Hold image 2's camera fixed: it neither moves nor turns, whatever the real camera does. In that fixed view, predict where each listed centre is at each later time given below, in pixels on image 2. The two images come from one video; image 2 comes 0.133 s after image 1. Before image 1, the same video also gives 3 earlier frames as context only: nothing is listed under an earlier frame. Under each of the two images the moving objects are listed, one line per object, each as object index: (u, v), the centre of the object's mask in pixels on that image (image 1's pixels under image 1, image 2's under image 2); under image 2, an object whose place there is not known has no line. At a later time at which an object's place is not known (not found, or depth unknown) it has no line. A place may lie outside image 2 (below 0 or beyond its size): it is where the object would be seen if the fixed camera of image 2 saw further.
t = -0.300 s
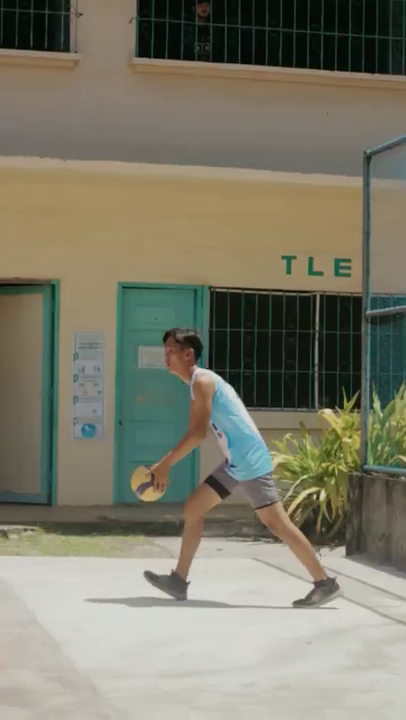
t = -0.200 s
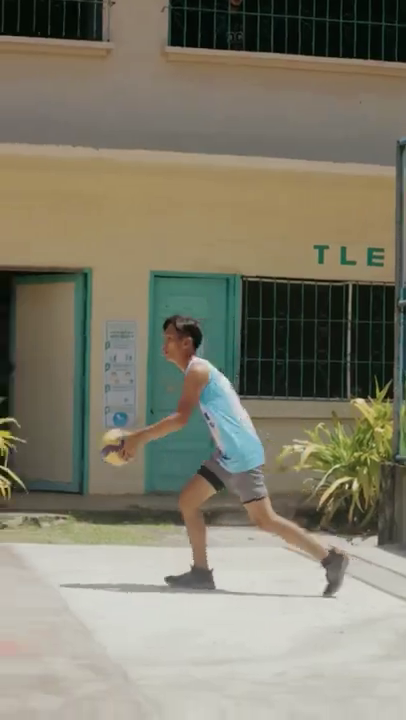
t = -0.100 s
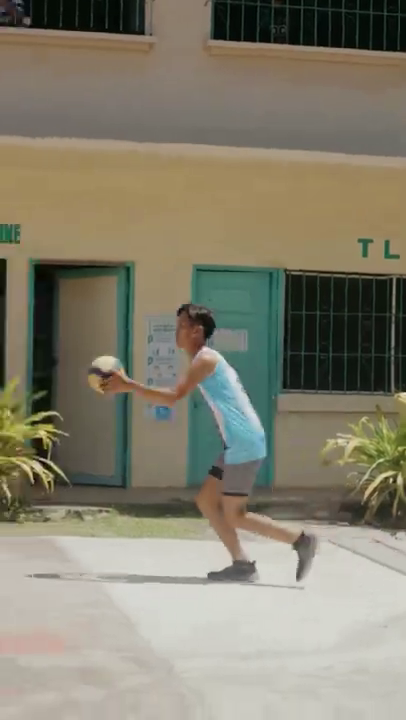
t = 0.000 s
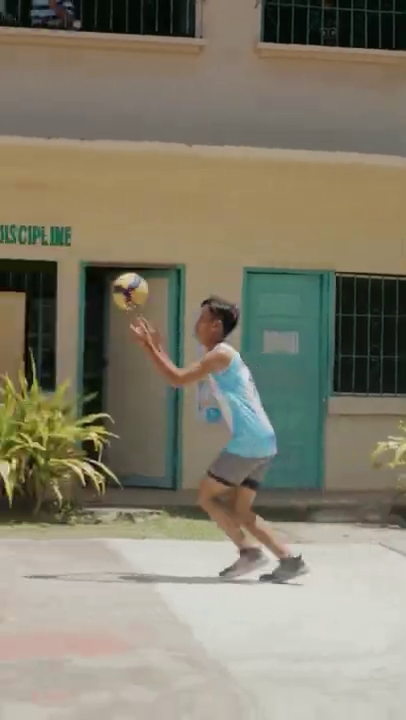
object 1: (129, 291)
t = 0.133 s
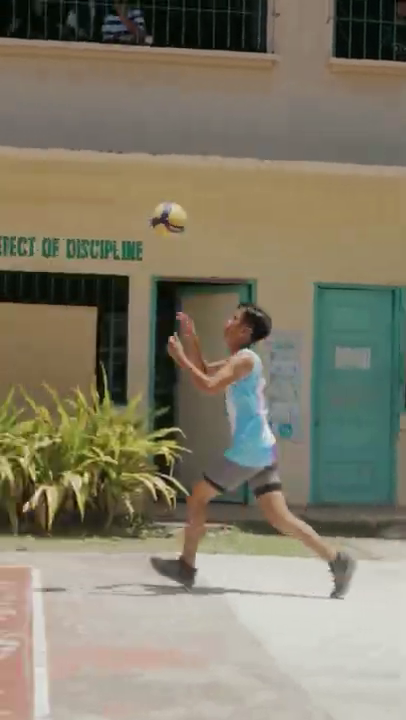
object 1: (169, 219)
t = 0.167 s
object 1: (160, 203)
